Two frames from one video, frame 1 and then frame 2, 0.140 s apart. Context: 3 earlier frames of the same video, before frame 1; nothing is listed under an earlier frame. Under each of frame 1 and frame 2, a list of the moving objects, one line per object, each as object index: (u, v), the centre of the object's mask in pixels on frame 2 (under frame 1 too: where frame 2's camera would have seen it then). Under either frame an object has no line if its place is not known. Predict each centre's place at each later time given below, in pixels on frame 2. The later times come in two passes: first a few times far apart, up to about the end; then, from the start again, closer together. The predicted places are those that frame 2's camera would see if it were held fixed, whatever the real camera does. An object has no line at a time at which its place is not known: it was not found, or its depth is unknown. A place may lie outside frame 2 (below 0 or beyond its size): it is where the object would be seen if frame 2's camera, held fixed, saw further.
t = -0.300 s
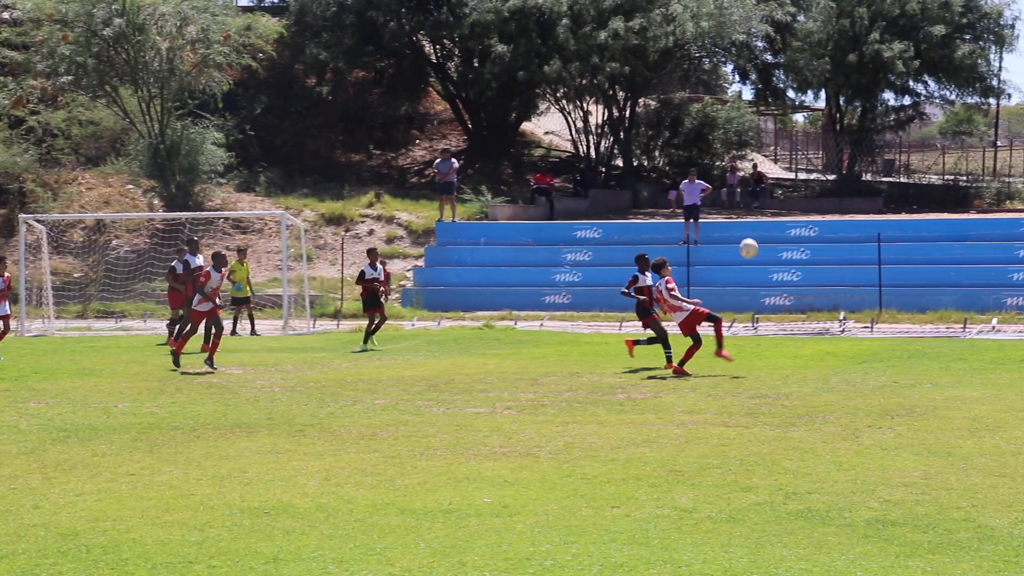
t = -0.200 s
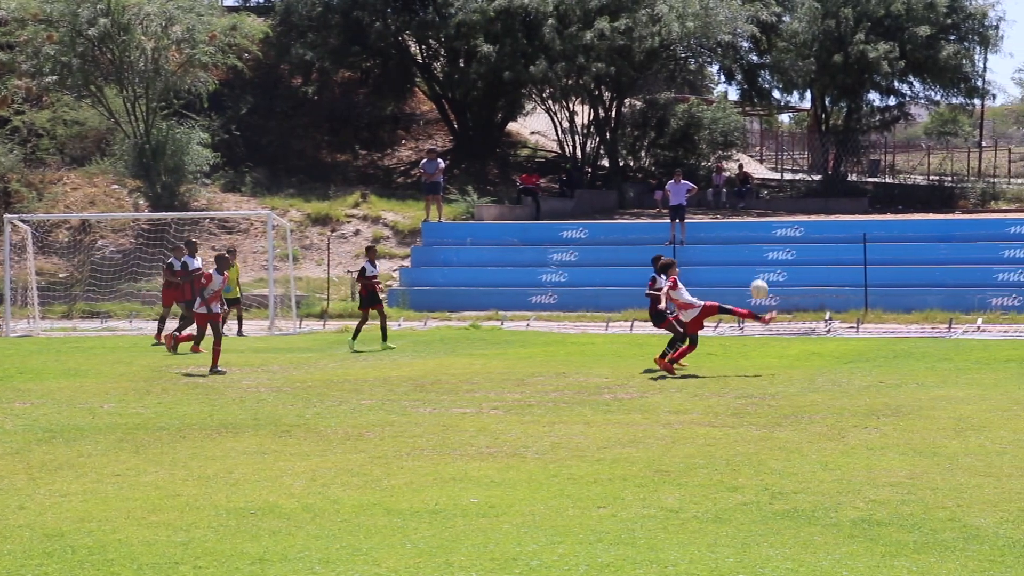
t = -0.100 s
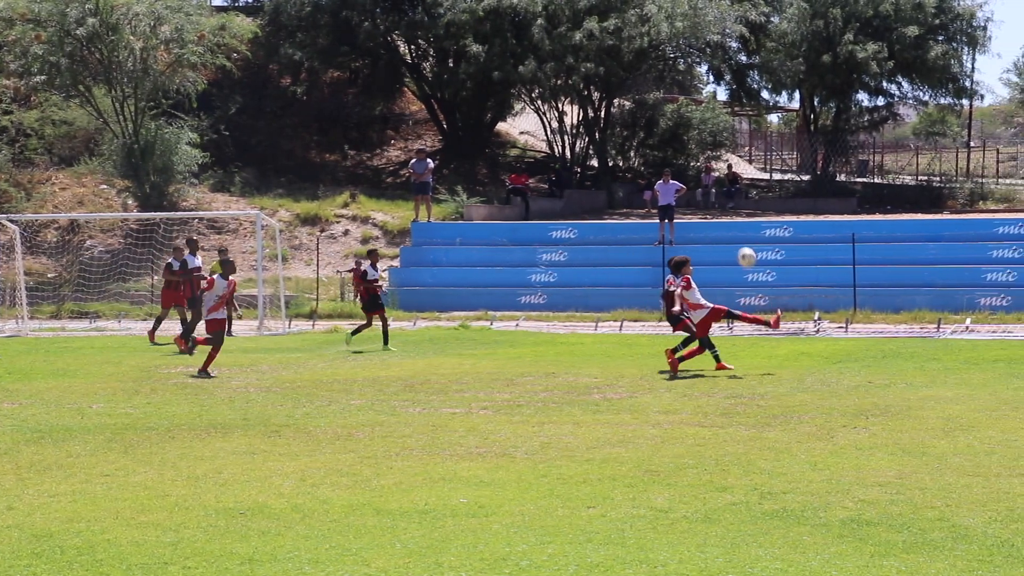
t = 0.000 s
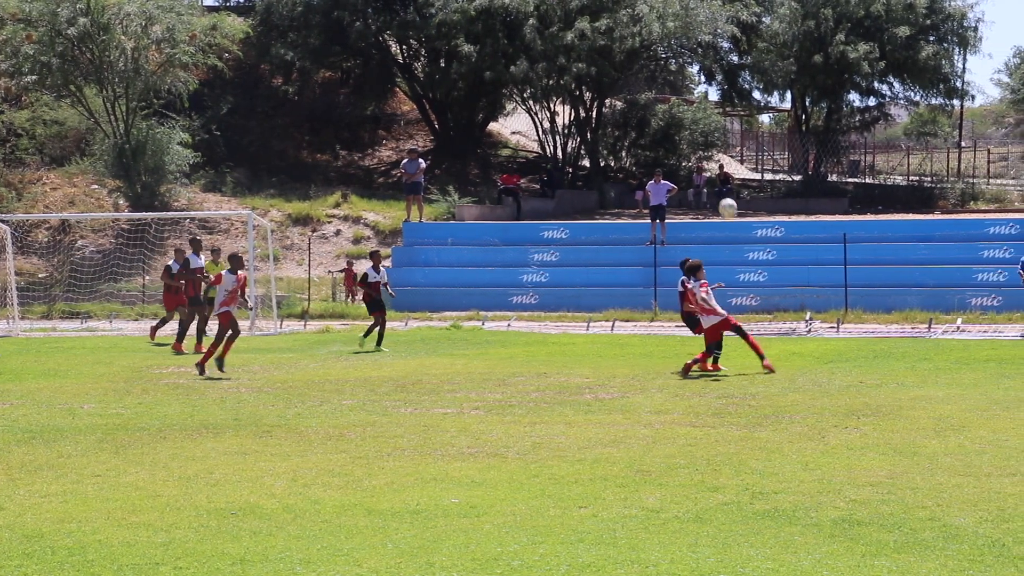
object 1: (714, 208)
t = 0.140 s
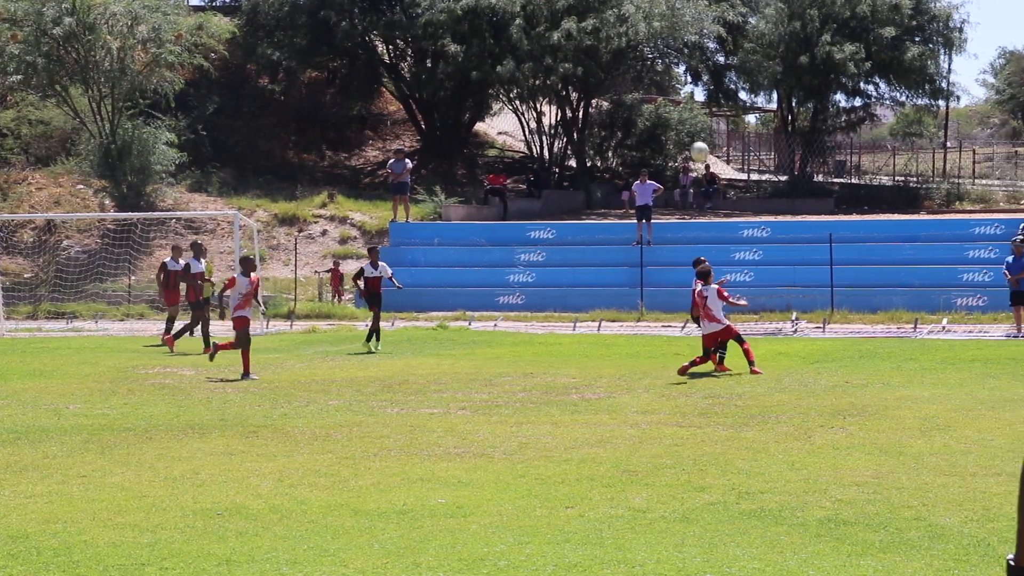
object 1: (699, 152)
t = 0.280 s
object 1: (686, 111)
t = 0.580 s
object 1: (653, 77)
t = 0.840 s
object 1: (624, 106)
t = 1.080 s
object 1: (598, 181)
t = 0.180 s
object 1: (695, 138)
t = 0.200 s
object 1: (694, 133)
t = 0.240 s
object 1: (690, 121)
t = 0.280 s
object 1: (686, 111)
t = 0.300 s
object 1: (683, 106)
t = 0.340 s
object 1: (679, 98)
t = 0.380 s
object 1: (674, 91)
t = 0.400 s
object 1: (672, 89)
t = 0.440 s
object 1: (667, 83)
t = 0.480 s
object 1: (663, 80)
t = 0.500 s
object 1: (661, 79)
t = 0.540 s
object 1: (657, 78)
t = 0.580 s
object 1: (653, 77)
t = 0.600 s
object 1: (650, 77)
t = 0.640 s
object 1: (646, 79)
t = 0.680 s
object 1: (641, 81)
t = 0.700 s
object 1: (639, 83)
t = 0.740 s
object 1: (635, 88)
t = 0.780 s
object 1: (631, 95)
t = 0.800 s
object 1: (629, 98)
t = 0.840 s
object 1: (624, 106)
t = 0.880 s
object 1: (620, 116)
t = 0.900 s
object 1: (618, 120)
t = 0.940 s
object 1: (613, 131)
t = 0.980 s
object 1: (609, 144)
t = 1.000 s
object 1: (607, 150)
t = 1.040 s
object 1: (603, 165)
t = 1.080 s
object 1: (598, 181)
